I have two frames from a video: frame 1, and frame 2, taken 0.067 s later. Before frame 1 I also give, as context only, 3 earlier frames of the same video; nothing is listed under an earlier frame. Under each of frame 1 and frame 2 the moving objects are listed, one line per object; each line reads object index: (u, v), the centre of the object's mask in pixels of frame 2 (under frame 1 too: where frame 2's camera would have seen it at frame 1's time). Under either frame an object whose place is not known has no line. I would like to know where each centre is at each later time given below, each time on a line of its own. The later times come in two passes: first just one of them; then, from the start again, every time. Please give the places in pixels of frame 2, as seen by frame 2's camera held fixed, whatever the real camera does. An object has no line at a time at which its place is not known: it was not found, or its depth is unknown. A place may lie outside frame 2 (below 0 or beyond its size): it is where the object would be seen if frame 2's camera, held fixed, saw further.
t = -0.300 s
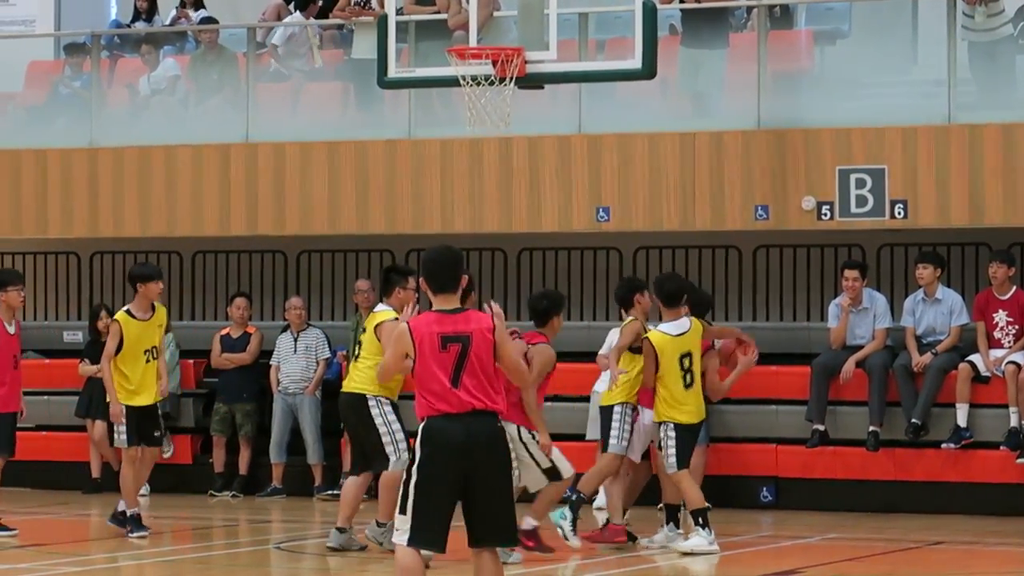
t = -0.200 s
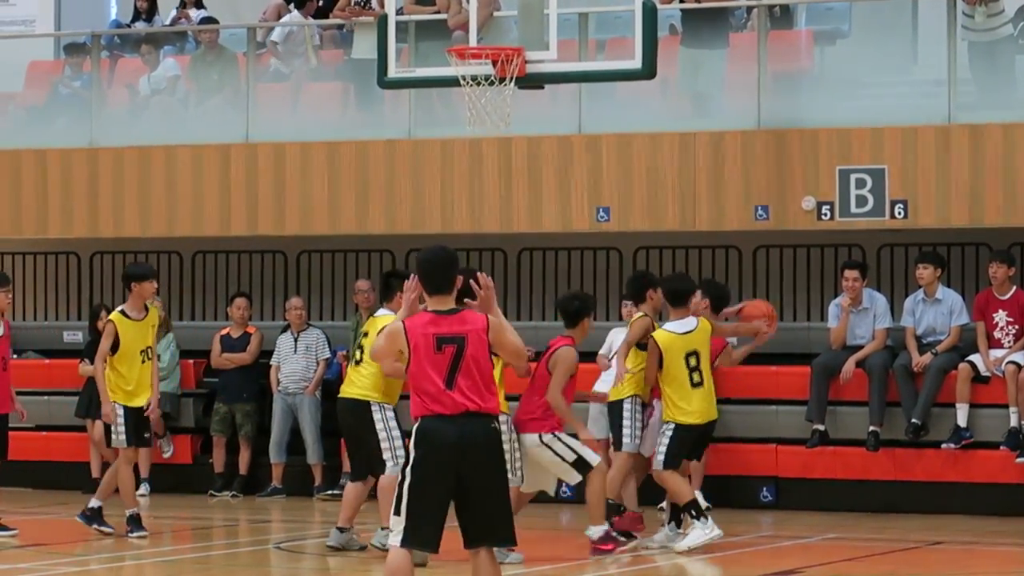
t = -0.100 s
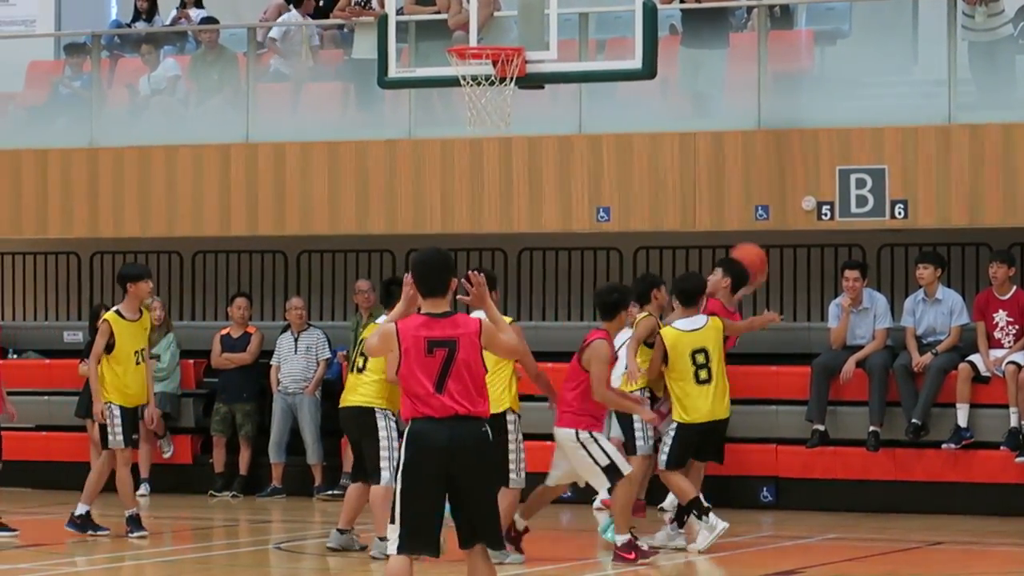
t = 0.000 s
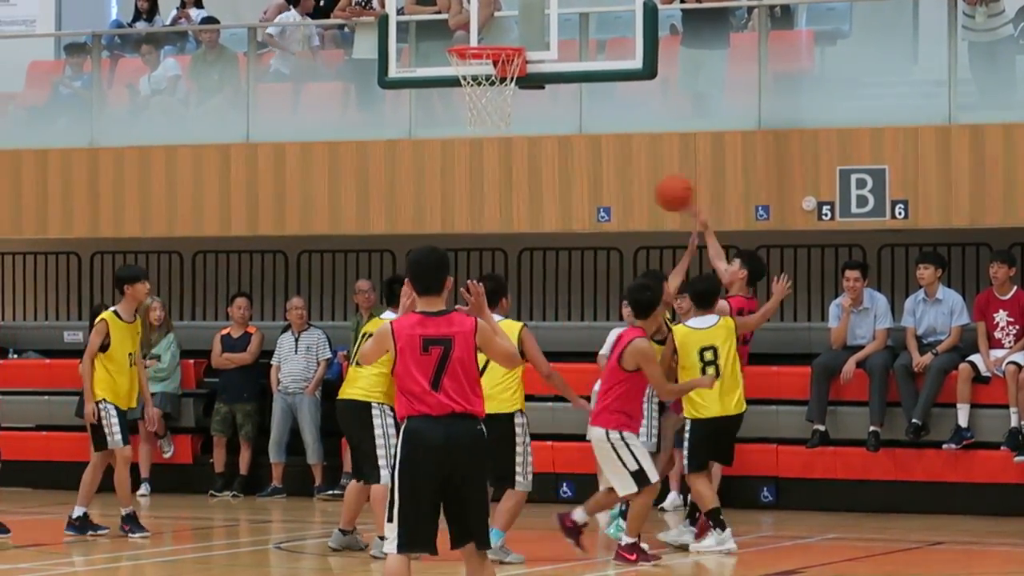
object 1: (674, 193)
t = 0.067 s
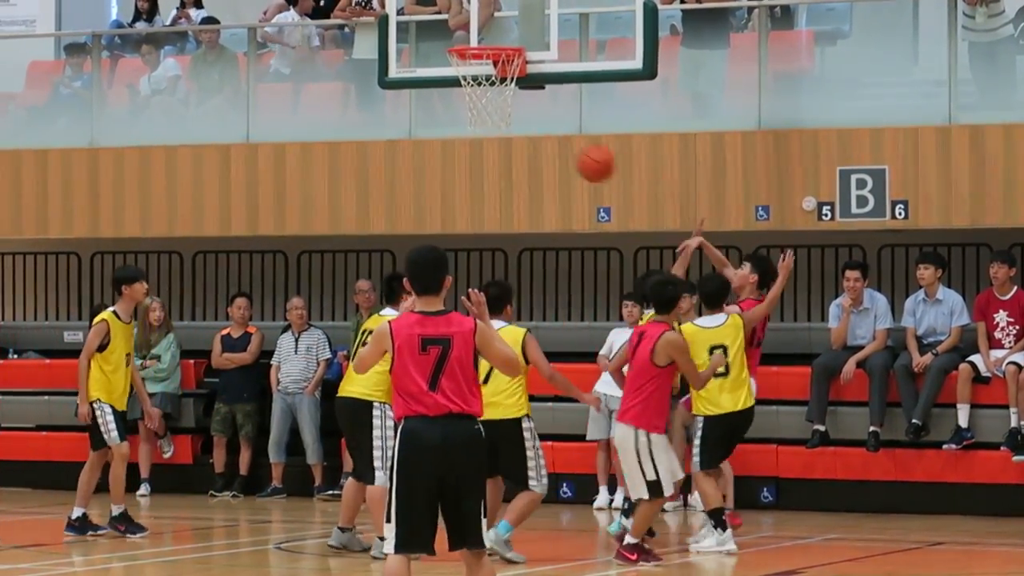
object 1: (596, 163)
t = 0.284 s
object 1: (336, 112)
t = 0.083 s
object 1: (576, 157)
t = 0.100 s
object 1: (556, 151)
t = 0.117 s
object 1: (536, 145)
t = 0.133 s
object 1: (516, 140)
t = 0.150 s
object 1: (496, 135)
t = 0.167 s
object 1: (477, 131)
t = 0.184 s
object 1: (456, 127)
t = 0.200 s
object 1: (436, 123)
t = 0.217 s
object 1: (416, 120)
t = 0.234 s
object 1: (396, 117)
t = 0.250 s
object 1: (377, 115)
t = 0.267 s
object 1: (356, 113)
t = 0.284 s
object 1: (336, 112)
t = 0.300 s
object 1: (315, 111)
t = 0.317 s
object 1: (295, 110)
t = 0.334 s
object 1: (275, 109)
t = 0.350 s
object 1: (254, 110)
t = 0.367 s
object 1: (234, 110)
